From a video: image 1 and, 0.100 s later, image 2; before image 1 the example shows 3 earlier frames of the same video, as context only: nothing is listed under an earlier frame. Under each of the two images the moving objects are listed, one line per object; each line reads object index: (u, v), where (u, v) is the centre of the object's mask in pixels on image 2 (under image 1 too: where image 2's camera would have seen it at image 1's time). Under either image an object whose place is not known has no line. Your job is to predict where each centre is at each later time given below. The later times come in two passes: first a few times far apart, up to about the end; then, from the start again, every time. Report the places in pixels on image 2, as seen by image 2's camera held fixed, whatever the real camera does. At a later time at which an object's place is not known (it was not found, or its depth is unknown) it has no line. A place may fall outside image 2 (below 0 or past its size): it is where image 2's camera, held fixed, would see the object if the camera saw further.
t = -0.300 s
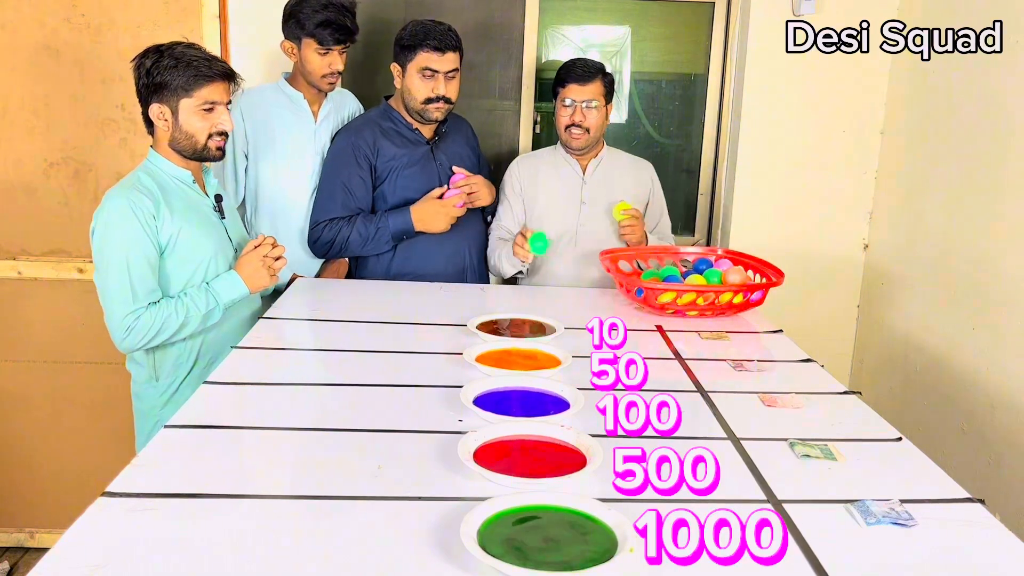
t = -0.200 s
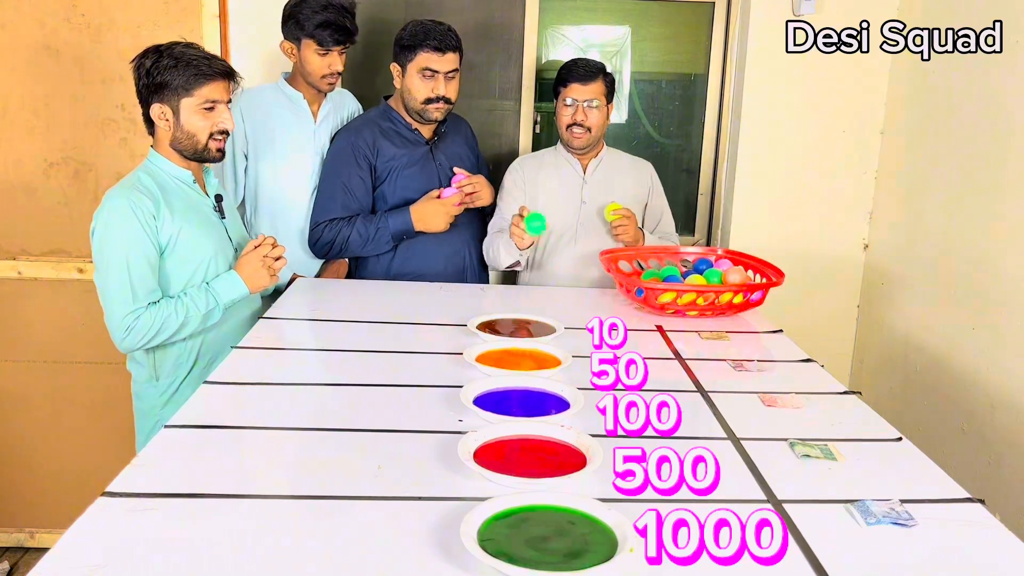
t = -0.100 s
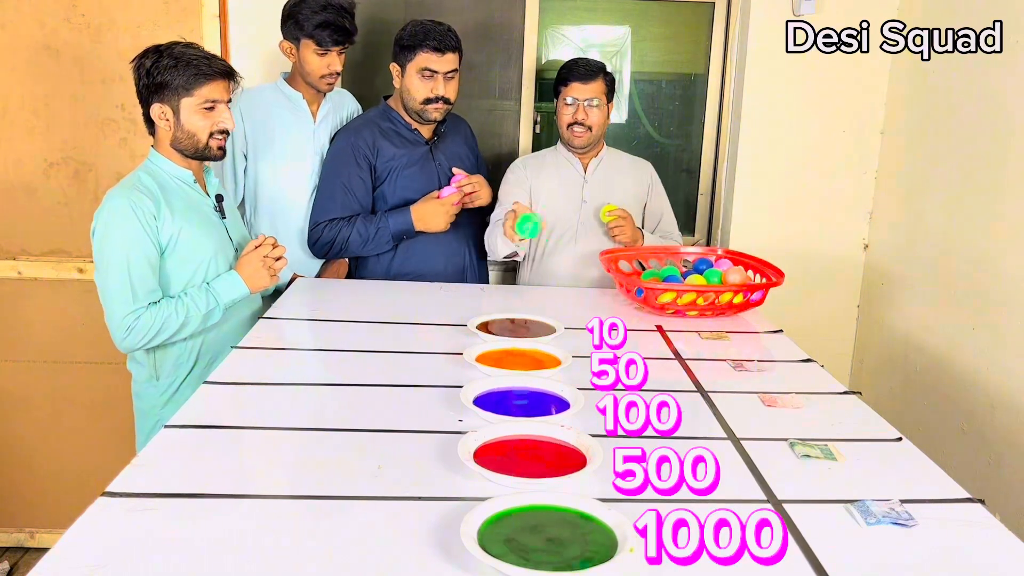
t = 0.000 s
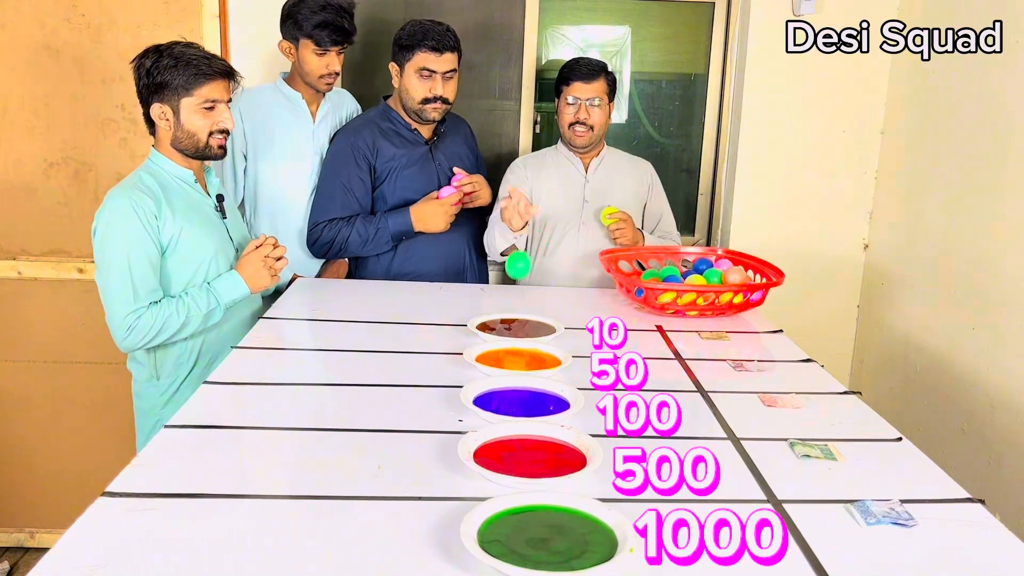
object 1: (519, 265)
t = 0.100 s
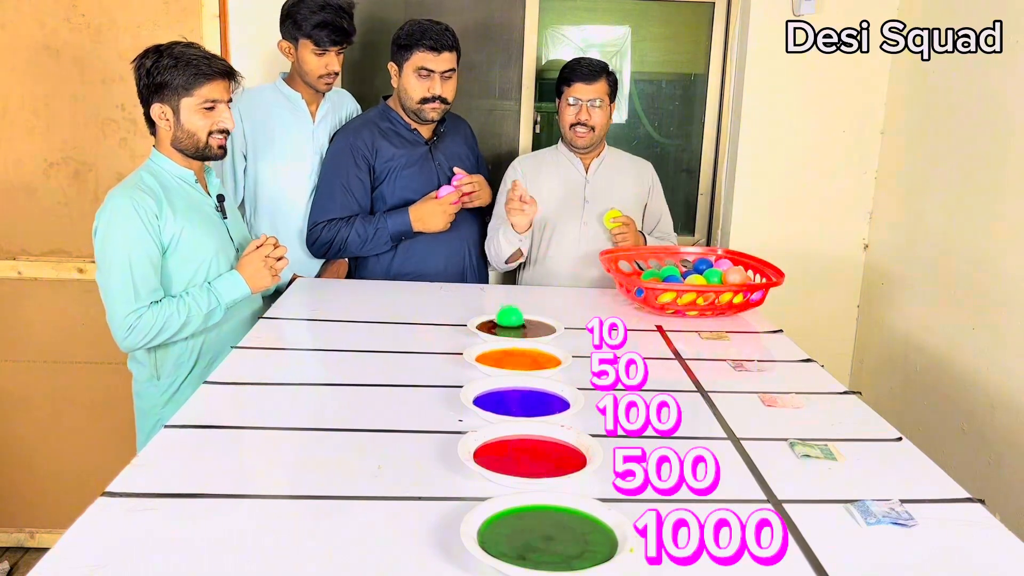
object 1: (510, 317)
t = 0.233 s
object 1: (505, 317)
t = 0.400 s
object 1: (501, 321)
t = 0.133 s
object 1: (509, 317)
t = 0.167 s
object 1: (508, 316)
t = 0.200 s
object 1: (507, 315)
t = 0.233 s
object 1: (505, 317)
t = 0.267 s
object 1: (504, 319)
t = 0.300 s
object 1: (503, 320)
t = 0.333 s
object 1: (503, 321)
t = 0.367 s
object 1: (502, 321)
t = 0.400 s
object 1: (501, 321)
